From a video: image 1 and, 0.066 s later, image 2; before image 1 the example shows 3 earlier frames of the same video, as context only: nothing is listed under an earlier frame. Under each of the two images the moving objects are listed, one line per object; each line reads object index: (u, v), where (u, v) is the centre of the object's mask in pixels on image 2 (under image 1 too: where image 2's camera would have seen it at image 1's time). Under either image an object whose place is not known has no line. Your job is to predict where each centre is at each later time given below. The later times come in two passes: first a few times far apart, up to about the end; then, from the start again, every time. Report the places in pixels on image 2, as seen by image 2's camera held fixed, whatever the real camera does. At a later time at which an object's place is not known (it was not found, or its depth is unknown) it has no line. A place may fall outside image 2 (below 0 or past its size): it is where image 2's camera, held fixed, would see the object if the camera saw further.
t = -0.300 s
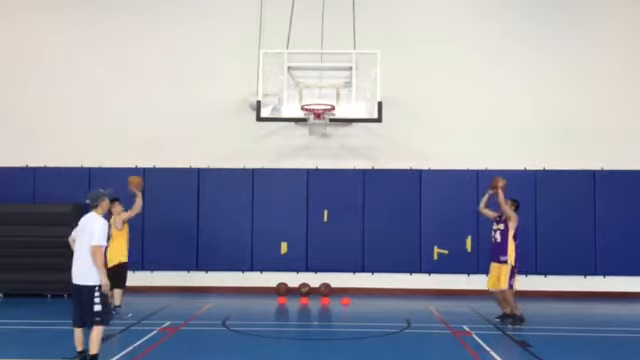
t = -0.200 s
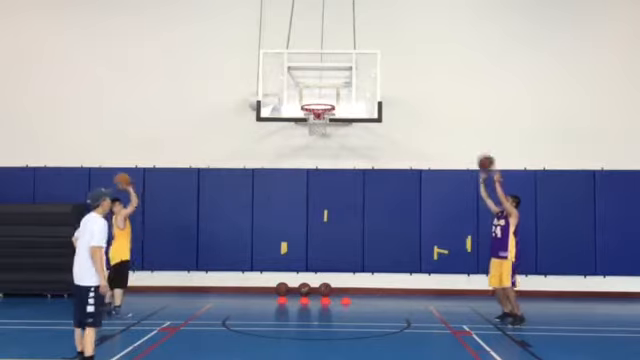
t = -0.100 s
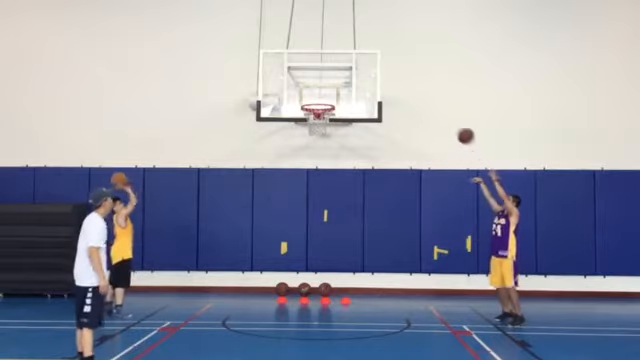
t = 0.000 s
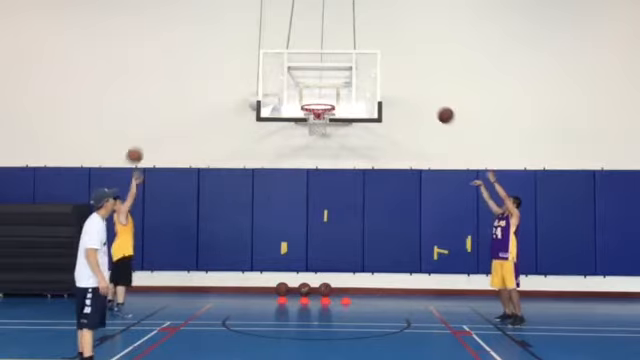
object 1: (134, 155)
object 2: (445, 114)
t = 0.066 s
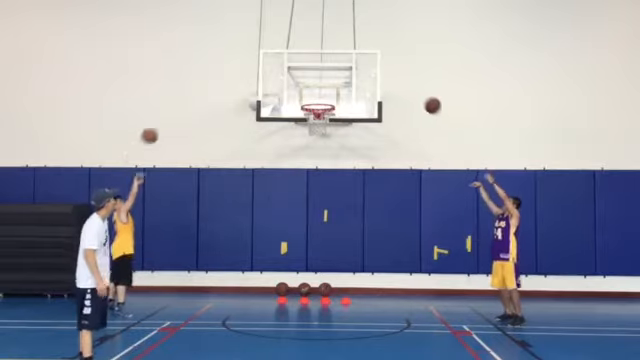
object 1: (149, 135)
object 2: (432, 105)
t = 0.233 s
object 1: (186, 98)
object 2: (399, 93)
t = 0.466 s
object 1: (237, 77)
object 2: (400, 106)
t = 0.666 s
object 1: (226, 88)
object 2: (420, 148)
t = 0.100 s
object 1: (156, 127)
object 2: (425, 101)
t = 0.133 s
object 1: (164, 119)
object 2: (419, 98)
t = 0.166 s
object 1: (171, 111)
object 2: (412, 96)
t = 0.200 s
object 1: (179, 104)
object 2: (406, 94)
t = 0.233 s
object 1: (186, 98)
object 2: (399, 93)
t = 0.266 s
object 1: (194, 93)
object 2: (393, 93)
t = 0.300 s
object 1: (201, 89)
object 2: (387, 94)
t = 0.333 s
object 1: (208, 85)
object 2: (388, 95)
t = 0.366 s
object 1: (216, 82)
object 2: (391, 96)
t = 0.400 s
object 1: (223, 80)
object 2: (394, 99)
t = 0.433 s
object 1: (230, 78)
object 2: (397, 102)
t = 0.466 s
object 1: (237, 77)
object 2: (400, 106)
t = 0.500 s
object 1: (244, 77)
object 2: (403, 110)
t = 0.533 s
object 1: (250, 77)
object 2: (407, 116)
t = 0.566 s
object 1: (245, 79)
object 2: (410, 123)
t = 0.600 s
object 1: (239, 81)
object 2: (413, 130)
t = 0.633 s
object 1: (232, 84)
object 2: (417, 138)
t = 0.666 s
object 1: (226, 88)
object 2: (420, 148)
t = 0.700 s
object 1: (220, 93)
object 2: (424, 158)
